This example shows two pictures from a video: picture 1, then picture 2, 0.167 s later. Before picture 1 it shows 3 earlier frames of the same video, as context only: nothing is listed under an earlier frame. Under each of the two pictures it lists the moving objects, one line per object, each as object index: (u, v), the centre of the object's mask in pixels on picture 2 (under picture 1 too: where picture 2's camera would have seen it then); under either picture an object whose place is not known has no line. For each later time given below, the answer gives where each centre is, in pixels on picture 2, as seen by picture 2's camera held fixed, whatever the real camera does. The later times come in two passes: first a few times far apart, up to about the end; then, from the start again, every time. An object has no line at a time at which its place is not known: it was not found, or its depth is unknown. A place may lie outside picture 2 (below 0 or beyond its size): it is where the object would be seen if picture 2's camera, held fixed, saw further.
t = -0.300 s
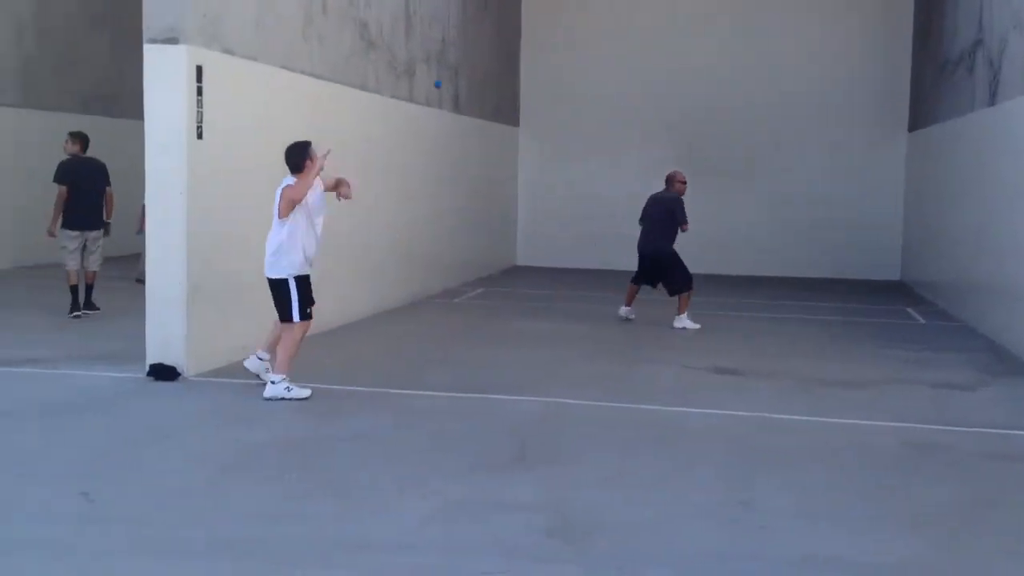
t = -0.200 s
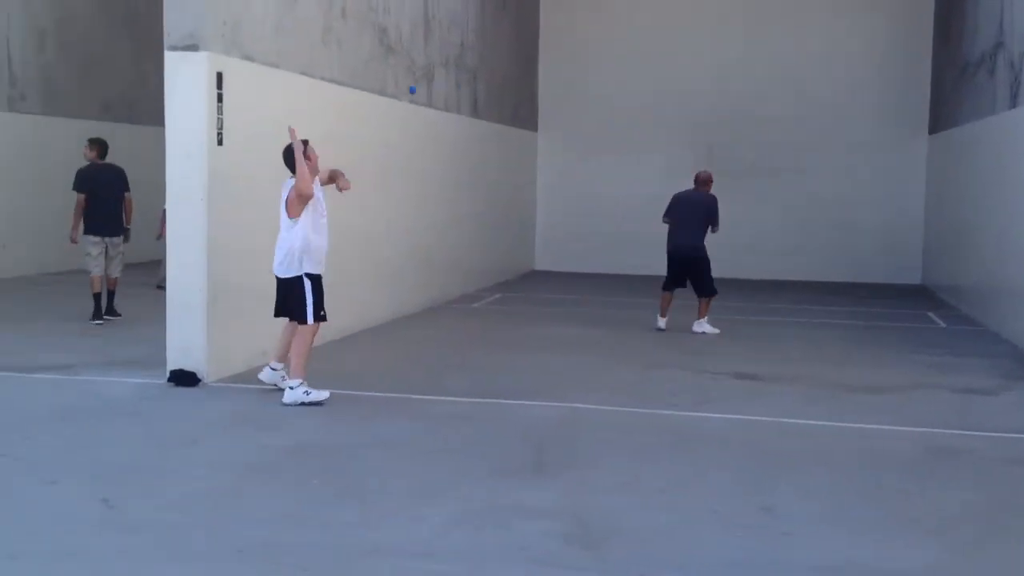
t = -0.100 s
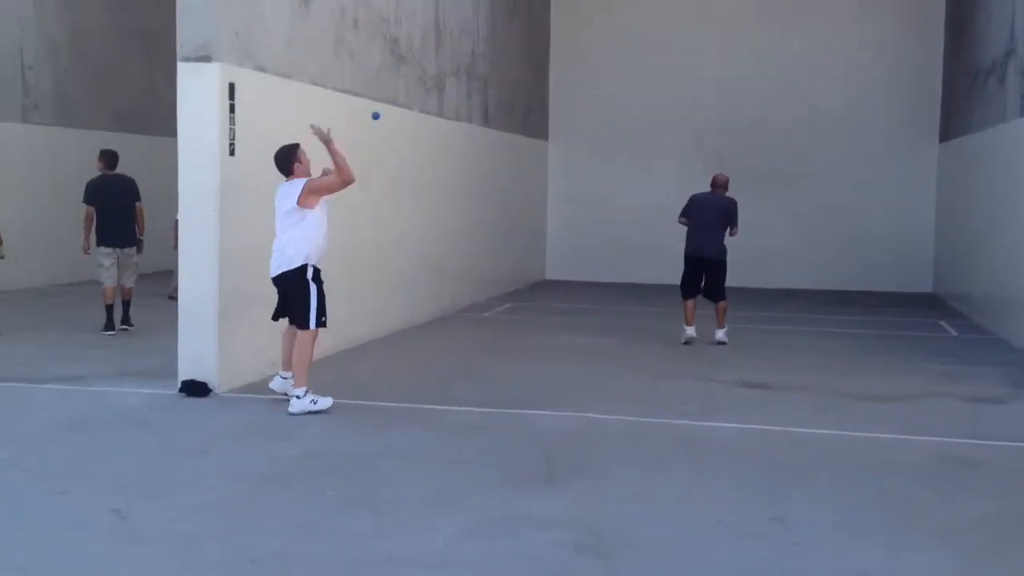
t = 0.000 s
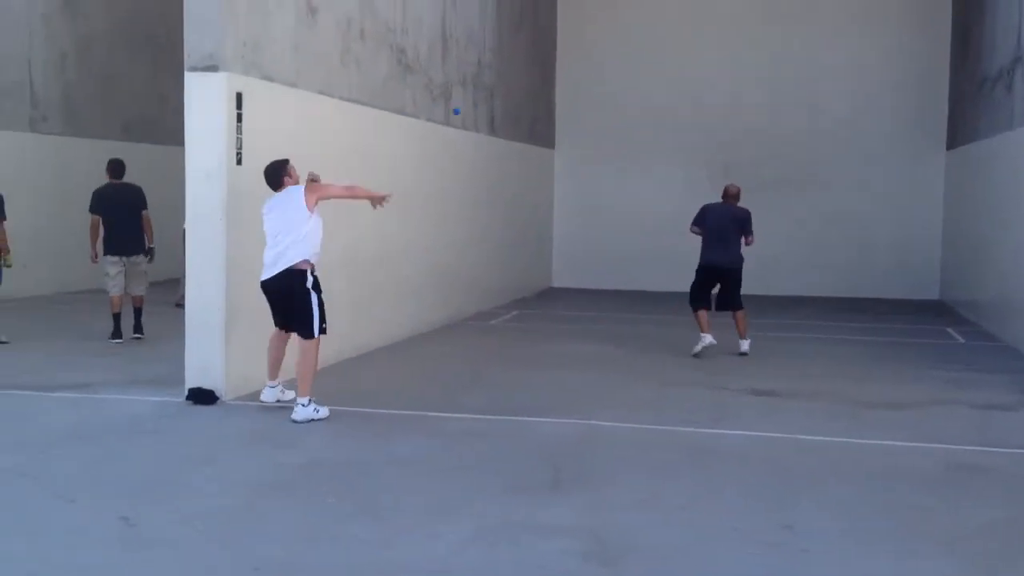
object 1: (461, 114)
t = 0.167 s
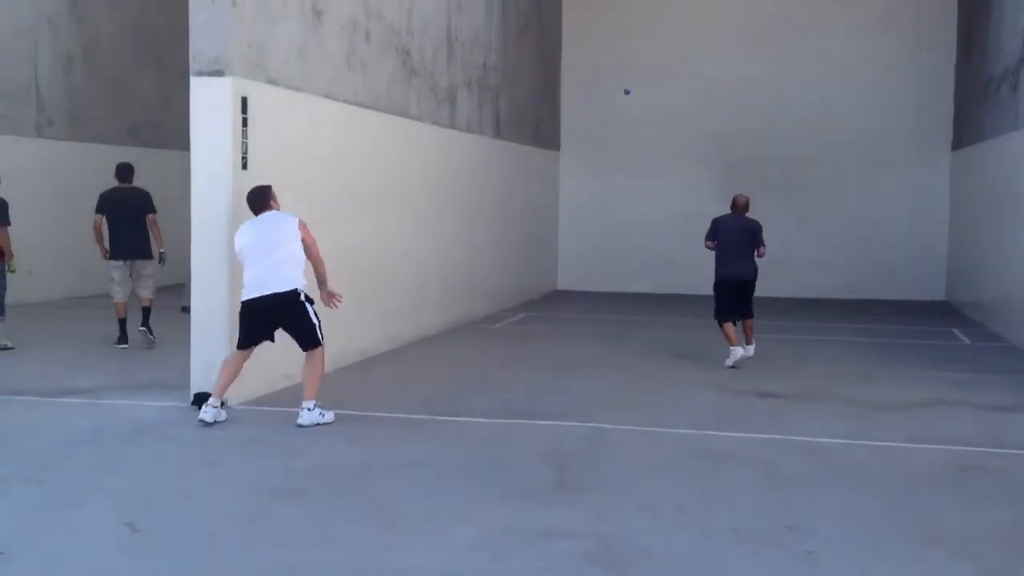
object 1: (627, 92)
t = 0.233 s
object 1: (677, 92)
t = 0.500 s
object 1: (821, 130)
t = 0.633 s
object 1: (871, 163)
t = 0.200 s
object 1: (652, 91)
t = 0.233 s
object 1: (677, 92)
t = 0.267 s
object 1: (699, 94)
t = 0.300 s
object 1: (720, 97)
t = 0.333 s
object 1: (740, 101)
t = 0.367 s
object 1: (758, 105)
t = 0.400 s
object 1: (775, 110)
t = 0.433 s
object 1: (791, 116)
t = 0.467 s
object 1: (806, 123)
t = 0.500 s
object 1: (821, 130)
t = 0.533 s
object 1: (834, 138)
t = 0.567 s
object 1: (847, 146)
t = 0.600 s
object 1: (859, 154)
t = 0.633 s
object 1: (871, 163)
